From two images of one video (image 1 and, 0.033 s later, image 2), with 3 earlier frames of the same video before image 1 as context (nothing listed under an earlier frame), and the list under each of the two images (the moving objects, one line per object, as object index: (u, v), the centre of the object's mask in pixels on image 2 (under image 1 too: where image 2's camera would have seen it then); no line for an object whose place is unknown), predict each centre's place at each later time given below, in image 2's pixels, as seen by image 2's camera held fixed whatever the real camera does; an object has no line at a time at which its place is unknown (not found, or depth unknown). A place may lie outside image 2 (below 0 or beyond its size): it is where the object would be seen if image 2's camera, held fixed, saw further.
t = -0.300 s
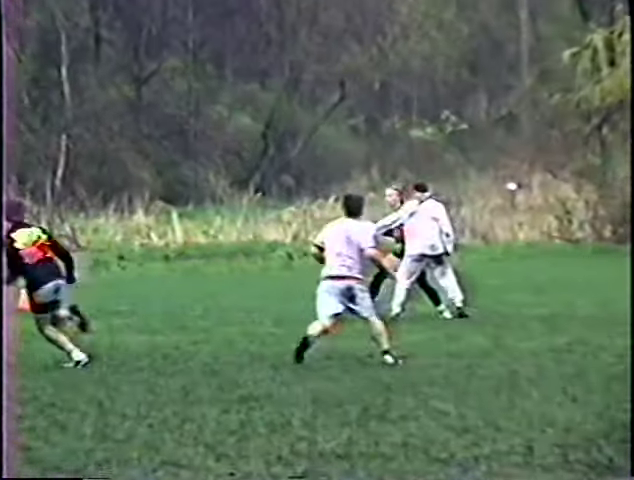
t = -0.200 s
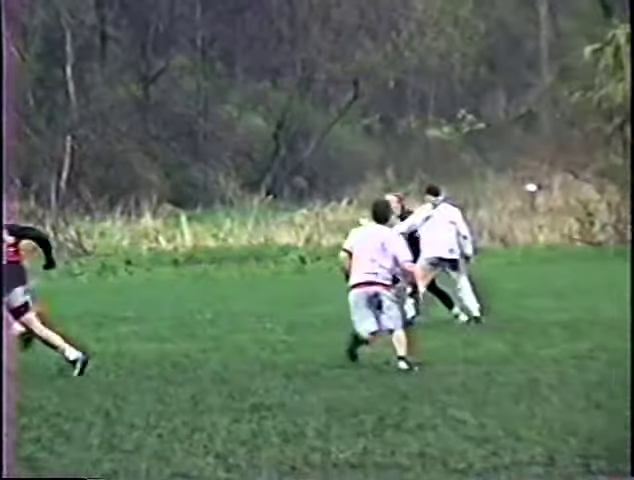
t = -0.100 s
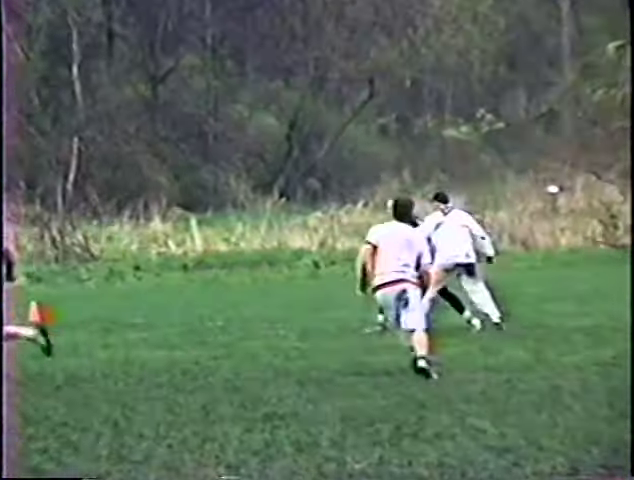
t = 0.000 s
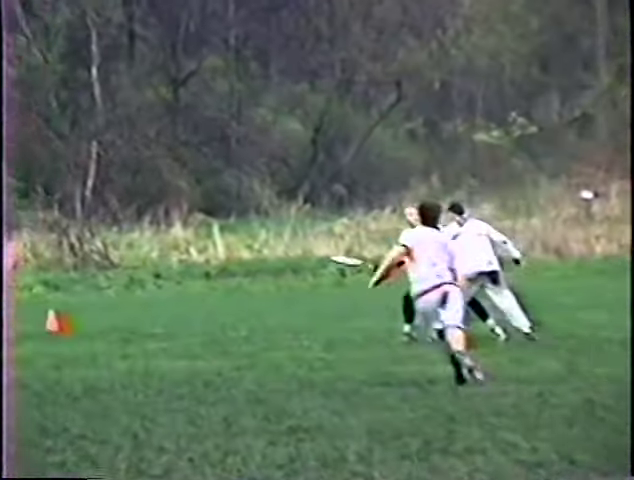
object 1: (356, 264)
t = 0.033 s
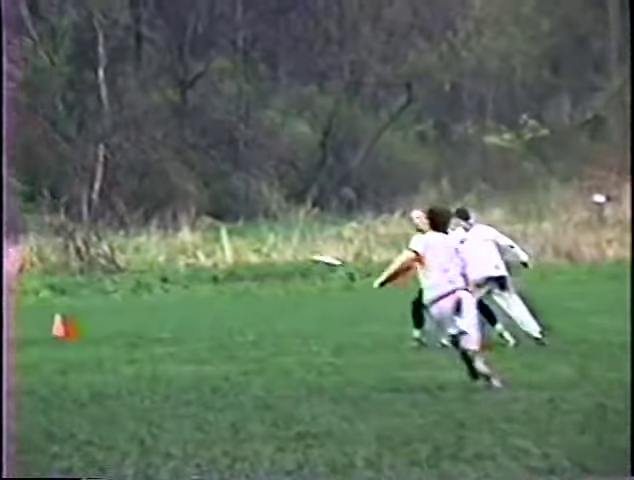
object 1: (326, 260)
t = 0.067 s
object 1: (295, 255)
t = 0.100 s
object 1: (265, 250)
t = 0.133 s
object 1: (237, 246)
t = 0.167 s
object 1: (206, 241)
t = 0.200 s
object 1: (178, 237)
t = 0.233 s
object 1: (149, 232)
